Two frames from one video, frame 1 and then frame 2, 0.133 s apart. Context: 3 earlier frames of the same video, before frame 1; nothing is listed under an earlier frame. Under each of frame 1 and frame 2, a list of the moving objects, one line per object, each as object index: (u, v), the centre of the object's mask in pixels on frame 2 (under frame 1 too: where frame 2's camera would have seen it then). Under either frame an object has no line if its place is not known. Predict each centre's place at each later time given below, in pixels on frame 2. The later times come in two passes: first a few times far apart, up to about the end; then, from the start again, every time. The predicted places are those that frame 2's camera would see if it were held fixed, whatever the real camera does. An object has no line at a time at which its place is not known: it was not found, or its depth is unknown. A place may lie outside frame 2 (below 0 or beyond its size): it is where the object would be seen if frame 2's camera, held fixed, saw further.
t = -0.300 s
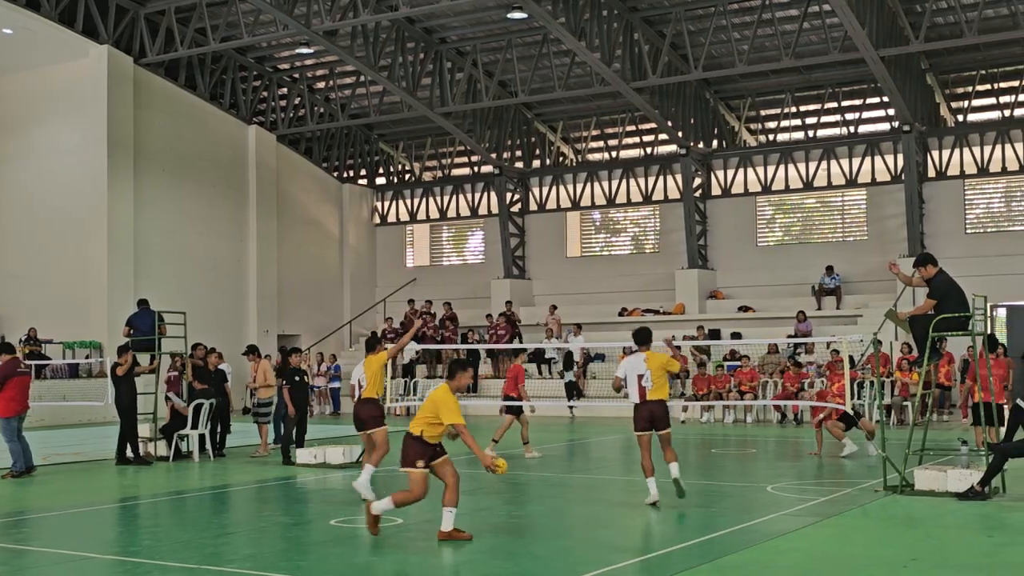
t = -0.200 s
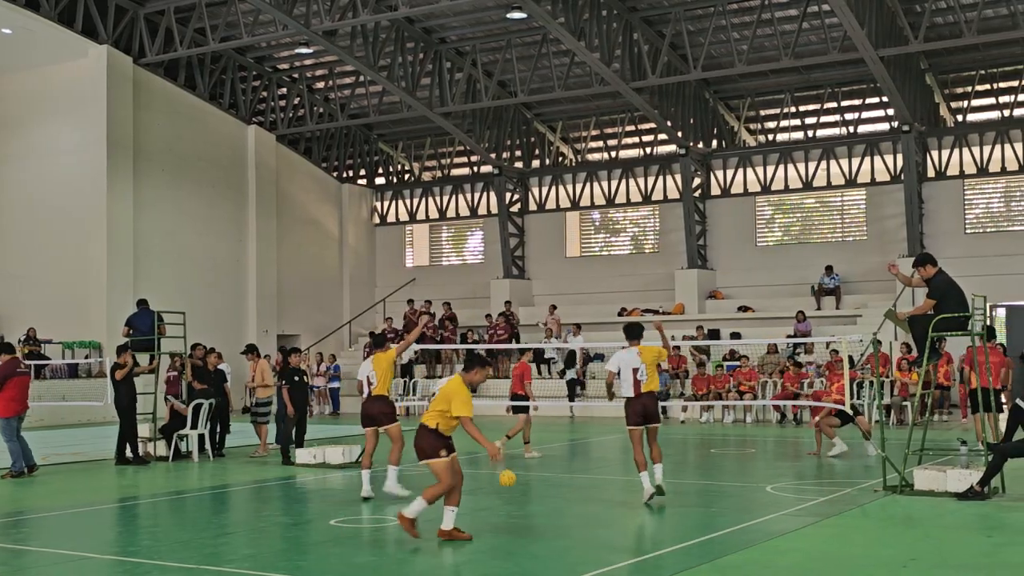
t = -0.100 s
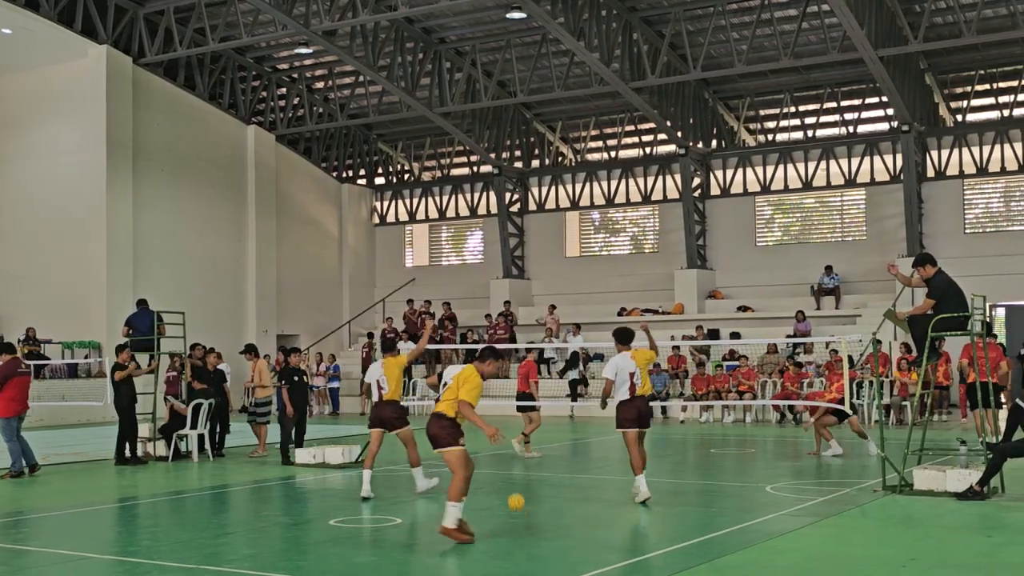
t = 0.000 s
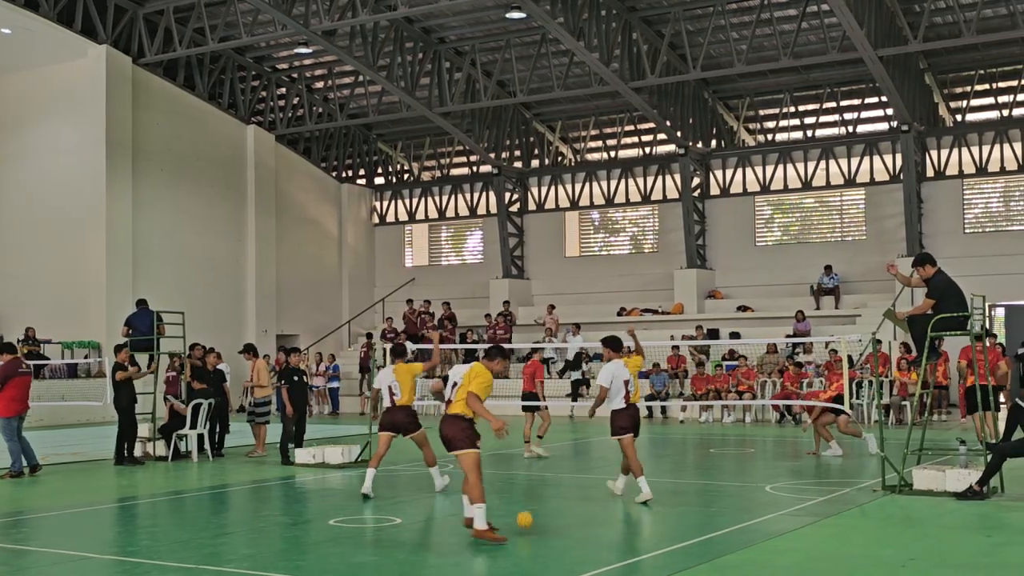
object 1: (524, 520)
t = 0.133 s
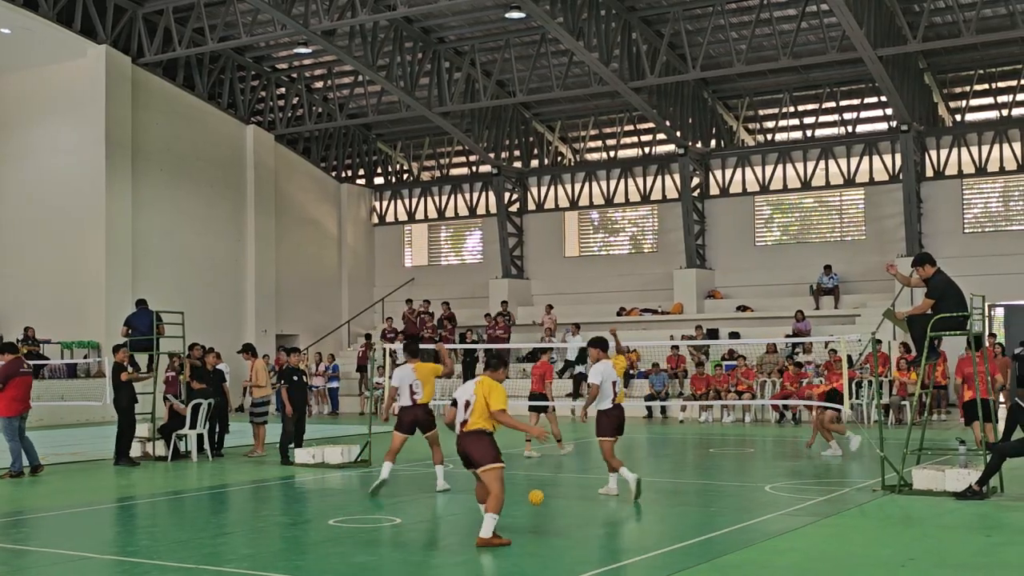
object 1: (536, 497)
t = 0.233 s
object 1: (544, 495)
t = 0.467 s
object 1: (564, 506)
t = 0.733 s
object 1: (588, 505)
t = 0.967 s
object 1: (605, 504)
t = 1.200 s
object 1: (624, 501)
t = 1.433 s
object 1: (641, 500)
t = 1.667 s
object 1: (657, 498)
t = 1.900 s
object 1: (672, 495)
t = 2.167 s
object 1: (688, 493)
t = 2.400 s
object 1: (700, 491)
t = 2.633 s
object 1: (711, 489)
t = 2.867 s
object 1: (722, 487)
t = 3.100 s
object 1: (731, 486)
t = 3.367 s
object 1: (741, 484)
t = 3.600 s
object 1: (748, 483)
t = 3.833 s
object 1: (756, 481)
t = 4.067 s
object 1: (762, 481)
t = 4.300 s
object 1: (768, 479)
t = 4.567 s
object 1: (773, 478)
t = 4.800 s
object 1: (779, 478)
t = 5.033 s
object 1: (783, 477)
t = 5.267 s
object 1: (787, 476)
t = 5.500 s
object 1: (789, 475)
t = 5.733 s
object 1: (791, 474)
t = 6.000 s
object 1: (792, 474)
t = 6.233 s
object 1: (793, 473)
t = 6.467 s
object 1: (794, 473)
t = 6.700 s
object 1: (794, 473)
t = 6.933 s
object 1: (794, 472)
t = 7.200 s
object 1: (794, 471)
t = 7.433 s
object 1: (795, 471)
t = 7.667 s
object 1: (798, 470)
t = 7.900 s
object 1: (801, 470)
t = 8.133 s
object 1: (804, 470)
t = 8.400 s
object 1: (807, 470)
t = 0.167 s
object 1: (539, 495)
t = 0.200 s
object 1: (541, 494)
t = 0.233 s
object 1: (544, 495)
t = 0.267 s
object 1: (547, 496)
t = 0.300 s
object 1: (550, 500)
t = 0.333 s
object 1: (552, 504)
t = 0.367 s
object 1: (555, 509)
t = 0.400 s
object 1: (558, 516)
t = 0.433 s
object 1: (561, 511)
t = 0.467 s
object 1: (564, 506)
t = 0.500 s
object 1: (567, 503)
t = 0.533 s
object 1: (570, 501)
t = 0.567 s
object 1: (573, 501)
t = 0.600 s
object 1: (576, 502)
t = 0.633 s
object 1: (579, 503)
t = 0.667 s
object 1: (582, 506)
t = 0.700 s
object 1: (585, 510)
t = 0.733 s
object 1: (588, 505)
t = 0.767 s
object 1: (590, 502)
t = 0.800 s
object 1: (593, 501)
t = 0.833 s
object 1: (595, 500)
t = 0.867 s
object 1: (598, 501)
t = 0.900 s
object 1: (601, 502)
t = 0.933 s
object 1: (603, 506)
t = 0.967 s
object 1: (605, 504)
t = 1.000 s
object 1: (608, 501)
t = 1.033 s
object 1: (611, 500)
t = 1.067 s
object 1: (613, 500)
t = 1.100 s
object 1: (616, 501)
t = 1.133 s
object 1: (618, 503)
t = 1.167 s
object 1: (621, 502)
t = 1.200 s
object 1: (624, 501)
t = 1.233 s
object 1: (626, 501)
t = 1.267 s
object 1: (629, 502)
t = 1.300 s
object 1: (631, 501)
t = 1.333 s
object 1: (634, 501)
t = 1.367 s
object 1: (637, 501)
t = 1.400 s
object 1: (639, 501)
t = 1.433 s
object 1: (641, 500)
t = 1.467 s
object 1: (644, 500)
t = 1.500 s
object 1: (646, 499)
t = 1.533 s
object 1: (649, 499)
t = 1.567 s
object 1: (650, 499)
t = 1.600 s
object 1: (653, 499)
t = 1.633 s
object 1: (655, 498)
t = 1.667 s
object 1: (657, 498)
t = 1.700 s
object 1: (659, 498)
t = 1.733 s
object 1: (661, 497)
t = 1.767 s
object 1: (664, 497)
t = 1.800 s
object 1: (665, 496)
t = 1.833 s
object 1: (668, 496)
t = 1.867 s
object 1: (670, 496)
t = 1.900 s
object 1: (672, 495)
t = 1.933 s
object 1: (674, 495)
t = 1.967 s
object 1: (676, 495)
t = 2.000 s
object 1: (678, 494)
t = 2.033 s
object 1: (680, 494)
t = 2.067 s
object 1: (681, 494)
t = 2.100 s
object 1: (683, 493)
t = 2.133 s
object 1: (686, 493)
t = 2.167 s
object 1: (688, 493)
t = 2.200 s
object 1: (689, 492)
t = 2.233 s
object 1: (691, 493)
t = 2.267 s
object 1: (693, 492)
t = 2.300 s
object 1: (694, 492)
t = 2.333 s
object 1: (696, 491)
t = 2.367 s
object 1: (698, 491)
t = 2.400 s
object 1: (700, 491)
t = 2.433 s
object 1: (702, 490)
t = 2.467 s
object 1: (703, 490)
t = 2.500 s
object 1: (705, 490)
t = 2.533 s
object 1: (707, 490)
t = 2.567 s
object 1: (708, 489)
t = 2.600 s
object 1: (710, 489)
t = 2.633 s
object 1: (711, 489)
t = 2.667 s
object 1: (713, 489)
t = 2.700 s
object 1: (714, 489)
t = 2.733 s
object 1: (716, 489)
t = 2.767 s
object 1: (717, 488)
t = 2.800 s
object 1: (719, 487)
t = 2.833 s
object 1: (720, 487)
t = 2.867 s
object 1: (722, 487)
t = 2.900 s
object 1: (723, 487)
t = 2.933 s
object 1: (724, 487)
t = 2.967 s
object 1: (726, 487)
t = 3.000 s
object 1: (727, 486)
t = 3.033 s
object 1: (728, 486)
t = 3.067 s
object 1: (730, 486)
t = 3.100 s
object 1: (731, 486)
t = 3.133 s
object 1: (732, 485)
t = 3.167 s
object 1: (733, 485)
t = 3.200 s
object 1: (735, 485)
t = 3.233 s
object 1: (736, 485)
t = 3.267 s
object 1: (737, 485)
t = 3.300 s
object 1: (739, 484)
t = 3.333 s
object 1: (740, 484)
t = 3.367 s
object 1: (741, 484)
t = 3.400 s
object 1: (743, 484)
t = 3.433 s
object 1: (743, 484)
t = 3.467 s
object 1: (744, 483)
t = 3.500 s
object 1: (745, 483)
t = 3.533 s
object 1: (746, 483)
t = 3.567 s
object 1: (747, 483)
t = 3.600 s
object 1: (748, 483)
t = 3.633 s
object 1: (750, 482)
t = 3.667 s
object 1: (750, 482)
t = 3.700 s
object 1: (752, 482)
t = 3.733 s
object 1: (753, 482)
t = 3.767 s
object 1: (753, 482)
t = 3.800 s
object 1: (754, 482)
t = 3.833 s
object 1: (756, 481)
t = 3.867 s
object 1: (757, 481)
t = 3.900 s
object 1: (758, 481)
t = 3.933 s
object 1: (759, 481)
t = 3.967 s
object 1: (759, 481)
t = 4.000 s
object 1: (760, 481)
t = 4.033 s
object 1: (761, 480)
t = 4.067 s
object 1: (762, 481)
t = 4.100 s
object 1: (763, 480)
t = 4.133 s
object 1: (764, 480)
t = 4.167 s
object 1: (764, 480)
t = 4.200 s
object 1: (765, 480)
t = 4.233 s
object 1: (766, 479)
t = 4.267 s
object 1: (767, 479)
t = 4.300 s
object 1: (768, 479)
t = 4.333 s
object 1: (769, 479)
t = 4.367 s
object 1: (769, 479)
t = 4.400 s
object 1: (770, 479)
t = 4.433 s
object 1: (771, 479)
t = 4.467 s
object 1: (772, 479)
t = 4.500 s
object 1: (772, 479)
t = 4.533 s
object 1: (773, 478)
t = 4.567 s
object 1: (773, 478)
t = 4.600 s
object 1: (774, 478)
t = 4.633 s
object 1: (775, 478)
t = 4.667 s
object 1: (776, 478)
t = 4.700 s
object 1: (777, 478)
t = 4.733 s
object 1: (777, 478)
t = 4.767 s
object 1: (778, 478)
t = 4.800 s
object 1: (779, 478)
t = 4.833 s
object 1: (780, 478)
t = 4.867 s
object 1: (780, 478)
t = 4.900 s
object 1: (780, 478)
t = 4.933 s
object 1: (781, 478)
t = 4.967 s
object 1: (781, 477)
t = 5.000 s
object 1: (782, 477)
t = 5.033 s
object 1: (783, 477)
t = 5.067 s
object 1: (784, 477)
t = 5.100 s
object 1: (784, 477)
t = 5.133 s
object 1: (784, 477)
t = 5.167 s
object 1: (785, 477)
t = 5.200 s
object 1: (785, 477)
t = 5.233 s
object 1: (786, 476)
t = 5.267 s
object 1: (787, 476)
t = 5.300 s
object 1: (787, 476)
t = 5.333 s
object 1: (787, 476)
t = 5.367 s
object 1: (787, 476)
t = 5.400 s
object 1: (788, 476)
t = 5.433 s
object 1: (788, 476)
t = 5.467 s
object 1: (788, 475)
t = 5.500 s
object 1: (789, 475)
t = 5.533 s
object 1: (789, 475)
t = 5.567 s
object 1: (789, 475)
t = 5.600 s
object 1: (789, 475)
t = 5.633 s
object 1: (790, 475)
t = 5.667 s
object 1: (790, 475)
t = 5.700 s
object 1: (790, 475)
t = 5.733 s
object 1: (791, 474)
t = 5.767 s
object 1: (791, 474)
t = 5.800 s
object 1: (791, 474)
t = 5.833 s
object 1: (791, 474)
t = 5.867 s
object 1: (791, 474)
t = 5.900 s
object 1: (792, 474)
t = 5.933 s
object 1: (792, 474)
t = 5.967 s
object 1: (792, 474)
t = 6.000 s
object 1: (792, 474)
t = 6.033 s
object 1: (792, 474)
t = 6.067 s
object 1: (792, 474)
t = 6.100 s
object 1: (792, 474)
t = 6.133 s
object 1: (792, 474)
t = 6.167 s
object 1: (793, 473)
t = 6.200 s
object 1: (793, 473)
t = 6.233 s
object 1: (793, 473)
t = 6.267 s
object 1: (793, 473)
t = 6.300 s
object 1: (793, 473)
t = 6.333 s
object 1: (793, 473)
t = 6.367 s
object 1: (794, 473)
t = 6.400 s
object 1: (794, 473)
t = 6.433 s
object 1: (794, 473)
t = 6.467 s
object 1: (794, 473)
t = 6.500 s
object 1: (794, 473)
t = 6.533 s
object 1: (794, 473)
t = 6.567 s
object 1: (794, 473)
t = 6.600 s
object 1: (794, 473)
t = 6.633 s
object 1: (794, 473)
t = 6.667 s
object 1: (794, 473)
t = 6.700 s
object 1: (794, 473)
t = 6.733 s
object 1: (794, 472)
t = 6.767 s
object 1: (794, 472)
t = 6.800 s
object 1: (794, 472)
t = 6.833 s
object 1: (794, 472)
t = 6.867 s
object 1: (794, 472)
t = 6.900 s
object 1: (794, 472)
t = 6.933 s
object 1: (794, 472)
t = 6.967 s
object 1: (794, 472)
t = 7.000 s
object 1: (794, 472)
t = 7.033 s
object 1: (794, 472)
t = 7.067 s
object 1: (794, 472)
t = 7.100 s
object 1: (793, 471)
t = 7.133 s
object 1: (794, 471)
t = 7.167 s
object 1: (794, 471)
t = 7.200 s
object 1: (794, 471)
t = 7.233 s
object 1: (794, 471)
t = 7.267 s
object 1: (794, 471)
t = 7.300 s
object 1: (794, 471)
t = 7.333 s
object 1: (795, 471)
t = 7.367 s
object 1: (795, 471)
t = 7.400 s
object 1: (795, 471)
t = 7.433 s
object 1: (795, 471)
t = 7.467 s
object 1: (796, 470)
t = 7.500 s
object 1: (796, 471)
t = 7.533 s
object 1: (796, 471)
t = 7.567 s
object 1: (797, 471)
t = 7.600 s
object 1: (797, 471)
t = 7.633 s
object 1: (798, 470)
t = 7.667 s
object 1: (798, 470)
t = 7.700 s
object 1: (799, 470)
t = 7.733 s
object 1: (799, 470)
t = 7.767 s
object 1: (799, 470)
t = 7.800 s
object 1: (800, 470)
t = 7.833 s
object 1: (800, 470)
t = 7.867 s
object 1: (801, 470)
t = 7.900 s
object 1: (801, 470)
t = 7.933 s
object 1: (801, 470)
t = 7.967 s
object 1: (802, 470)
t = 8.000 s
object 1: (802, 470)
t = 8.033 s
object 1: (802, 470)
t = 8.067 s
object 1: (803, 470)
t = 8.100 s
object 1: (803, 470)
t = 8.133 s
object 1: (804, 470)
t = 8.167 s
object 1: (804, 470)
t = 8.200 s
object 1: (804, 470)
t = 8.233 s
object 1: (805, 470)
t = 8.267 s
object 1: (806, 470)
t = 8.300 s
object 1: (806, 470)
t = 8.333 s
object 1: (806, 470)
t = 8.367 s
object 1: (807, 470)
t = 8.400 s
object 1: (807, 470)
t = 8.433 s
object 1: (807, 470)
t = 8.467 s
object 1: (808, 470)
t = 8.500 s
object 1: (808, 470)
